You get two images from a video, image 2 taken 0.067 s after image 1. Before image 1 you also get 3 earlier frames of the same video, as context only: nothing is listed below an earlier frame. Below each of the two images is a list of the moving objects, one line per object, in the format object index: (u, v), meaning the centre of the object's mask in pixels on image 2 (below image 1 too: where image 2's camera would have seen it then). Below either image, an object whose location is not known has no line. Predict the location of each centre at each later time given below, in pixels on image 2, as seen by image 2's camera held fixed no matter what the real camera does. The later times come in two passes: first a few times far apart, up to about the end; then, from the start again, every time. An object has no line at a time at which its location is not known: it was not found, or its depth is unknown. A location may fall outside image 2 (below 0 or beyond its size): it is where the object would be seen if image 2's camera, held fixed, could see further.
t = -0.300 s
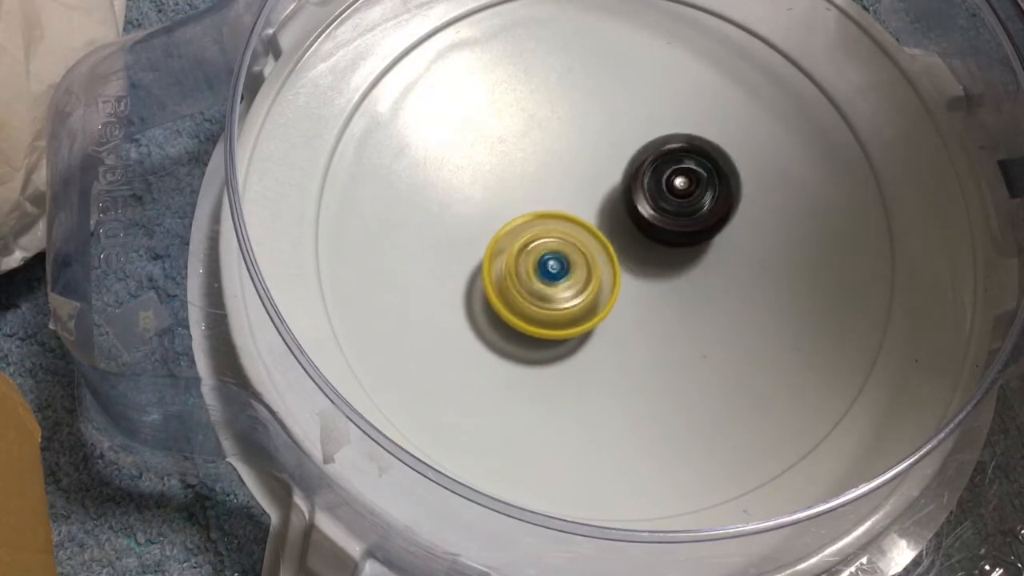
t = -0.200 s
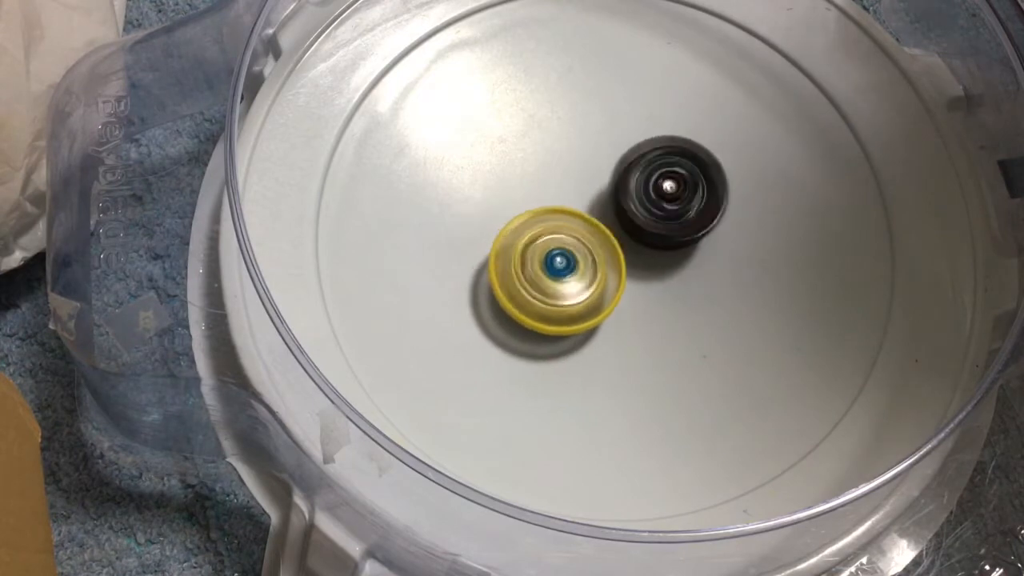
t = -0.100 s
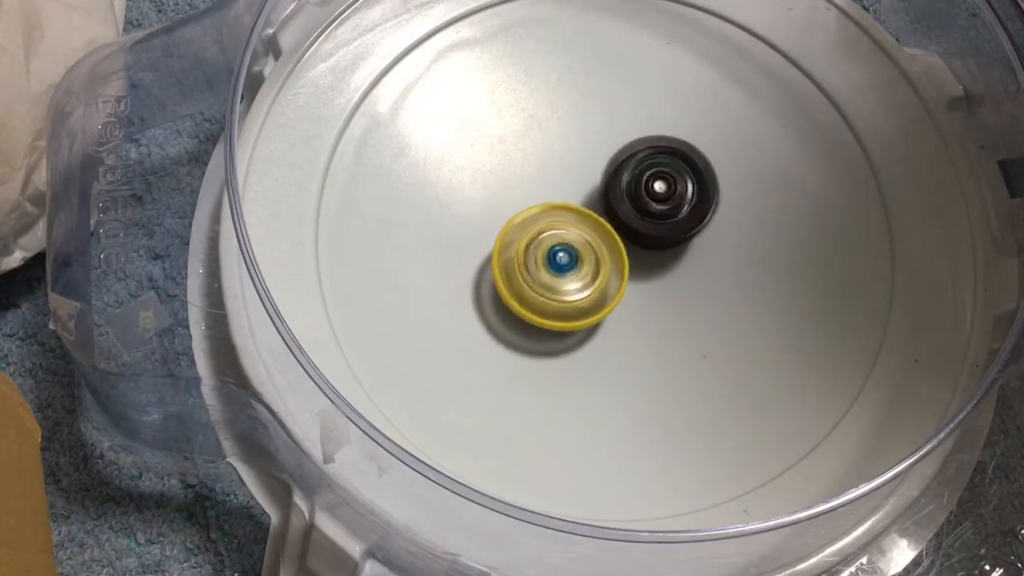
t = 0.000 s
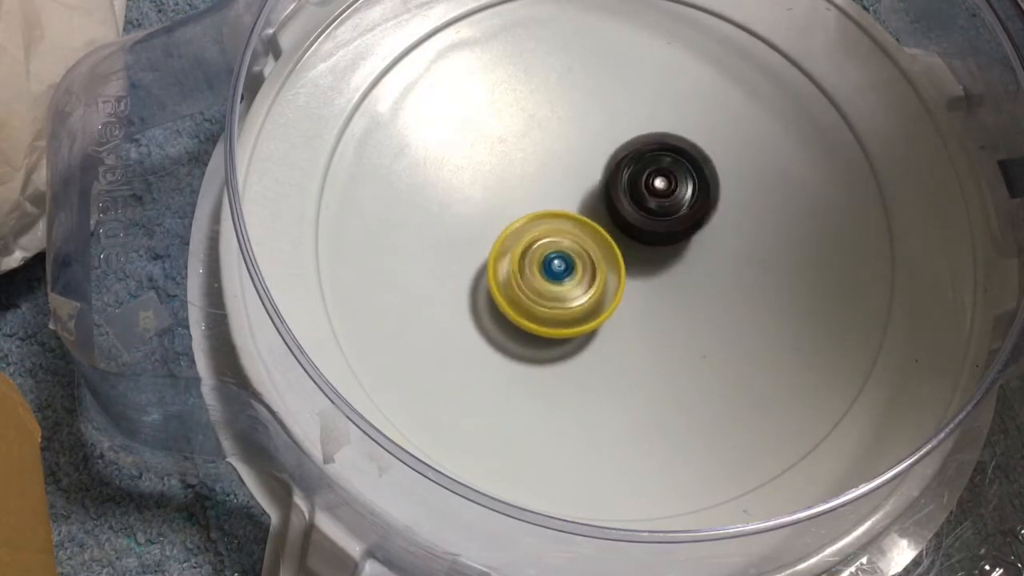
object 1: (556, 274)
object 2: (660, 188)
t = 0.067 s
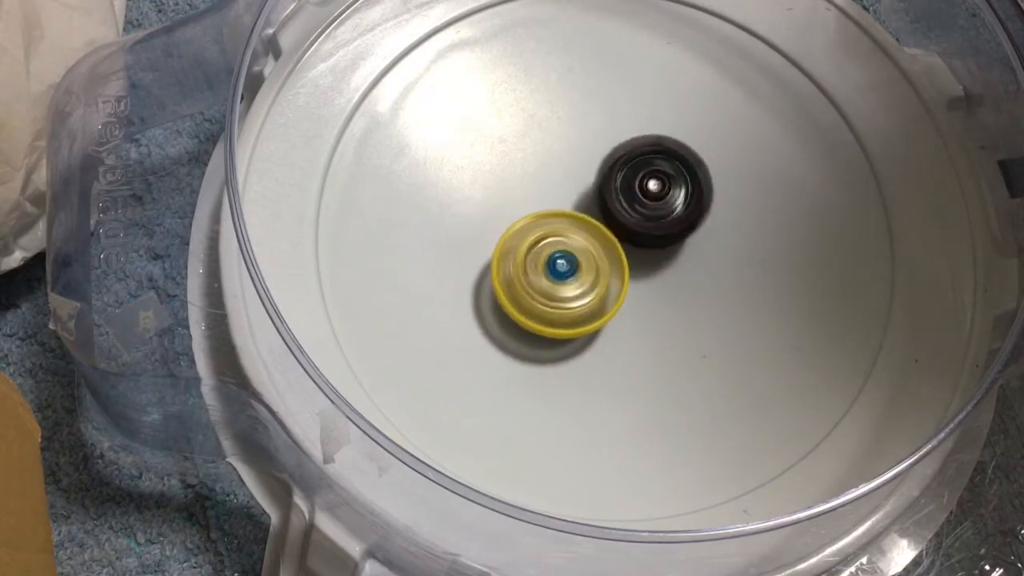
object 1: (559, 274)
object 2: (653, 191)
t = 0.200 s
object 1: (555, 281)
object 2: (648, 190)
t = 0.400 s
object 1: (549, 292)
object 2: (645, 181)
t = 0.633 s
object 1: (549, 292)
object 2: (641, 178)
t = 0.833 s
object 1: (558, 281)
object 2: (633, 181)
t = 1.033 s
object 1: (565, 283)
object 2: (637, 180)
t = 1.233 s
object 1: (574, 284)
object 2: (639, 179)
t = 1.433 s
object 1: (578, 284)
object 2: (639, 178)
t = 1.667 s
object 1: (577, 301)
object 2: (642, 166)
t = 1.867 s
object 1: (580, 290)
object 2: (627, 177)
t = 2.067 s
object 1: (582, 300)
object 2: (629, 171)
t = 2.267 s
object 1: (584, 298)
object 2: (622, 172)
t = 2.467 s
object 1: (585, 318)
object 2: (624, 156)
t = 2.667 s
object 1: (587, 308)
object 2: (618, 163)
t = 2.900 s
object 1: (596, 303)
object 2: (610, 169)
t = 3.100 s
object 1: (610, 303)
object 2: (609, 174)
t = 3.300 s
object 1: (623, 309)
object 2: (611, 174)
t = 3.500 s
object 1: (629, 308)
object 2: (608, 180)
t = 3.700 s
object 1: (638, 314)
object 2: (605, 175)
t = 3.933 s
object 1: (635, 306)
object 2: (598, 180)
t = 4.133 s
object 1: (640, 304)
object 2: (597, 177)
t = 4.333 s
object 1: (641, 298)
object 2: (591, 178)
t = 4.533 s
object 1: (649, 296)
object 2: (584, 174)
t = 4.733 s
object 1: (664, 307)
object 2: (566, 162)
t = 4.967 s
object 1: (659, 300)
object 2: (561, 172)
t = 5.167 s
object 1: (657, 292)
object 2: (563, 184)
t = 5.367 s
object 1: (683, 296)
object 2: (560, 175)
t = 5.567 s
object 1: (684, 288)
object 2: (568, 179)
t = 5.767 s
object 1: (670, 278)
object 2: (580, 187)
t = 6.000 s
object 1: (670, 264)
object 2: (574, 175)
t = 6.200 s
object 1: (672, 257)
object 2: (561, 176)
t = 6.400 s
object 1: (679, 255)
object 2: (555, 187)
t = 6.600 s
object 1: (687, 256)
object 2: (556, 199)
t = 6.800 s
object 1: (690, 259)
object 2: (564, 209)
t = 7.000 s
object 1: (685, 262)
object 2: (563, 208)
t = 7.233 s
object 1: (678, 258)
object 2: (548, 203)
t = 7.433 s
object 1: (671, 248)
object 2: (545, 208)
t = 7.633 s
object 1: (677, 241)
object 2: (546, 212)
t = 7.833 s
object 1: (684, 238)
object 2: (548, 213)
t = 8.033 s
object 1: (686, 241)
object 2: (547, 214)
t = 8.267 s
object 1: (674, 235)
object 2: (542, 215)
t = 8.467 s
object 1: (672, 228)
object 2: (542, 221)
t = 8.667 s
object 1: (682, 227)
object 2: (542, 227)
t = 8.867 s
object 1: (680, 229)
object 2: (553, 227)
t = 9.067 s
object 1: (672, 221)
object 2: (538, 229)
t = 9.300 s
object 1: (665, 209)
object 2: (541, 235)
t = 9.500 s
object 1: (677, 205)
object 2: (553, 236)
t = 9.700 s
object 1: (678, 210)
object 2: (555, 231)
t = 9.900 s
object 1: (665, 206)
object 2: (541, 240)
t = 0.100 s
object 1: (555, 278)
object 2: (654, 188)
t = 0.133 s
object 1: (554, 280)
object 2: (654, 187)
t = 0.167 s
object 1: (554, 281)
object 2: (652, 188)
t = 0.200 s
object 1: (555, 281)
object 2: (648, 190)
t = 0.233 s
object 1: (557, 280)
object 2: (644, 191)
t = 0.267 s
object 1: (556, 282)
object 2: (643, 189)
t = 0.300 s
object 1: (556, 283)
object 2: (642, 188)
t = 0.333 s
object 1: (557, 283)
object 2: (641, 188)
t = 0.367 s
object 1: (557, 284)
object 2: (639, 189)
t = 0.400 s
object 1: (549, 292)
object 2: (645, 181)
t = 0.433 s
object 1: (545, 298)
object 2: (648, 176)
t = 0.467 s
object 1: (545, 300)
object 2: (650, 174)
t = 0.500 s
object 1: (546, 300)
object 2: (650, 174)
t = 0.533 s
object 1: (547, 298)
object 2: (649, 175)
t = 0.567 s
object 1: (547, 296)
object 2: (647, 175)
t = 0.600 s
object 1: (547, 295)
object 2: (644, 176)
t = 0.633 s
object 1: (549, 292)
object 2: (641, 178)
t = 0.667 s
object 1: (551, 288)
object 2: (638, 179)
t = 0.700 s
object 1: (554, 284)
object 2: (635, 181)
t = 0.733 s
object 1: (555, 280)
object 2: (632, 182)
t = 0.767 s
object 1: (554, 283)
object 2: (633, 179)
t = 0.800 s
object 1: (556, 282)
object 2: (633, 179)
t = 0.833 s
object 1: (558, 281)
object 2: (633, 181)
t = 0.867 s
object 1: (559, 280)
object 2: (633, 181)
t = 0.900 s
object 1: (559, 282)
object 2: (635, 180)
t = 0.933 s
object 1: (561, 283)
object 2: (636, 180)
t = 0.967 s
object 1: (563, 282)
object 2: (637, 182)
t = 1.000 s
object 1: (564, 282)
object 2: (637, 181)
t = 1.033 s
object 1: (565, 283)
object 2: (637, 180)
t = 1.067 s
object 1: (567, 283)
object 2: (638, 181)
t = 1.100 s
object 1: (568, 284)
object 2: (638, 179)
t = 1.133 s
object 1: (569, 285)
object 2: (640, 177)
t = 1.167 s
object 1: (571, 285)
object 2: (640, 177)
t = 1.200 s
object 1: (572, 285)
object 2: (640, 178)
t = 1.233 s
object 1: (574, 284)
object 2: (639, 179)
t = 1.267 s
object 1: (574, 284)
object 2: (639, 178)
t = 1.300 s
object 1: (573, 286)
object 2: (640, 176)
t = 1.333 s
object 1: (575, 287)
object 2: (641, 176)
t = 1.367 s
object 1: (577, 286)
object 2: (641, 176)
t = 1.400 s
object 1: (578, 284)
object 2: (640, 177)
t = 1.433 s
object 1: (578, 284)
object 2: (639, 178)
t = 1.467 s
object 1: (578, 285)
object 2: (638, 177)
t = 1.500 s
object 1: (579, 285)
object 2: (639, 177)
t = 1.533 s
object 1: (580, 285)
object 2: (638, 177)
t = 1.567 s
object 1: (577, 293)
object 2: (640, 170)
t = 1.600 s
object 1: (575, 297)
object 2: (642, 166)
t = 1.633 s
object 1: (575, 300)
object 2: (642, 165)
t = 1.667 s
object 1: (577, 301)
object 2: (642, 166)
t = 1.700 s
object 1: (578, 300)
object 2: (641, 167)
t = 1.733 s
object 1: (578, 298)
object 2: (639, 169)
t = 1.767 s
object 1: (578, 296)
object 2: (636, 171)
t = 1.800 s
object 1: (579, 295)
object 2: (633, 173)
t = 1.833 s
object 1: (581, 292)
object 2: (630, 175)
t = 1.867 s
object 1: (580, 290)
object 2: (627, 177)
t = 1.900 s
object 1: (579, 290)
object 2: (627, 176)
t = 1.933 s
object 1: (581, 290)
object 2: (627, 177)
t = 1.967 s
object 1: (582, 291)
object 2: (626, 176)
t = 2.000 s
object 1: (580, 296)
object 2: (628, 171)
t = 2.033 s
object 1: (580, 299)
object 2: (628, 170)
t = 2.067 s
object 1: (582, 300)
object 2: (629, 171)
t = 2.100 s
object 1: (583, 298)
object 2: (627, 172)
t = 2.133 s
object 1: (583, 296)
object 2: (626, 174)
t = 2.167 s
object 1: (584, 294)
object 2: (624, 176)
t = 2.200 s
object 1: (583, 295)
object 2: (622, 175)
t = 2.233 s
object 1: (583, 297)
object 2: (622, 172)
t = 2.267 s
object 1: (584, 298)
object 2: (622, 172)
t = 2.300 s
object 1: (586, 297)
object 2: (622, 173)
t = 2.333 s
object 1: (587, 294)
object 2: (621, 175)
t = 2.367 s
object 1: (586, 295)
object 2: (621, 176)
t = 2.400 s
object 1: (583, 307)
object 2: (622, 166)
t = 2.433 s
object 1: (583, 315)
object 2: (623, 159)
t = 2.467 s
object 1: (585, 318)
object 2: (624, 156)
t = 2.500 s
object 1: (585, 318)
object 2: (625, 156)
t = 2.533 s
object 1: (586, 318)
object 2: (625, 156)
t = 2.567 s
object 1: (587, 317)
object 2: (623, 157)
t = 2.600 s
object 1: (587, 314)
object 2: (621, 158)
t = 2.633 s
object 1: (586, 311)
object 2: (619, 161)
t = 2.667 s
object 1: (587, 308)
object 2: (618, 163)
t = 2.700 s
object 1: (588, 304)
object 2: (616, 166)
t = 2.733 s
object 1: (588, 299)
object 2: (613, 170)
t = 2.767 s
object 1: (589, 295)
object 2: (611, 174)
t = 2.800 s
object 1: (589, 300)
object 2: (610, 171)
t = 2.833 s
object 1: (591, 304)
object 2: (610, 167)
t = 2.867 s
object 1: (592, 304)
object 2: (610, 168)
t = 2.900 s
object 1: (596, 303)
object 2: (610, 169)
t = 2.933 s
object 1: (599, 301)
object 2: (610, 172)
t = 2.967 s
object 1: (601, 298)
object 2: (609, 175)
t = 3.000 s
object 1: (602, 300)
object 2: (608, 174)
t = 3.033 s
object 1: (604, 301)
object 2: (609, 174)
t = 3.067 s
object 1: (608, 301)
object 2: (610, 176)
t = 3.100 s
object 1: (610, 303)
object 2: (609, 174)
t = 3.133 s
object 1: (614, 311)
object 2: (610, 169)
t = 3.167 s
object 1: (617, 312)
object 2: (611, 167)
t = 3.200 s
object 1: (619, 312)
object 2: (611, 168)
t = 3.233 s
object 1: (621, 313)
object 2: (611, 169)
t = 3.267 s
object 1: (623, 311)
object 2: (611, 172)
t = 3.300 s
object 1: (623, 309)
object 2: (611, 174)
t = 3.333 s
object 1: (623, 309)
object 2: (610, 176)
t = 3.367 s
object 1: (624, 307)
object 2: (609, 179)
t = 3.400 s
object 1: (624, 304)
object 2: (609, 182)
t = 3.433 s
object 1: (626, 308)
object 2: (608, 180)
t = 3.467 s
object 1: (626, 308)
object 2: (607, 179)
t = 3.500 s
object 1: (629, 308)
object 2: (608, 180)
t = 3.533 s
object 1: (630, 305)
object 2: (609, 183)
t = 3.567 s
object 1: (631, 308)
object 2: (607, 182)
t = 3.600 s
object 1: (634, 314)
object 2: (606, 176)
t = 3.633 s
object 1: (635, 315)
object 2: (605, 174)
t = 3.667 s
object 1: (636, 315)
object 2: (605, 173)
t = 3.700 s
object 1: (638, 314)
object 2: (605, 175)
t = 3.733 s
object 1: (637, 312)
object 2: (605, 177)
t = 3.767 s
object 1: (635, 312)
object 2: (604, 178)
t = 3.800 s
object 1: (636, 309)
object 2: (603, 180)
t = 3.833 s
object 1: (635, 305)
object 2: (602, 183)
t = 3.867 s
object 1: (634, 305)
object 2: (601, 185)
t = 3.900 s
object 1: (635, 308)
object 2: (600, 181)
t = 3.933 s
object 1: (635, 306)
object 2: (598, 180)
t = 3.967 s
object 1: (635, 305)
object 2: (599, 180)
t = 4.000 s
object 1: (636, 303)
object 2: (600, 182)
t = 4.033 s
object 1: (637, 304)
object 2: (599, 181)
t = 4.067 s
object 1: (637, 306)
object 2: (597, 177)
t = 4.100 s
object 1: (638, 306)
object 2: (597, 177)
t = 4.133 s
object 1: (640, 304)
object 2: (597, 177)
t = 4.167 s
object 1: (639, 302)
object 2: (596, 178)
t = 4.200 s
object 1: (638, 299)
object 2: (595, 180)
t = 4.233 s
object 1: (639, 301)
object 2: (593, 178)
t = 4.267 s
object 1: (640, 302)
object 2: (591, 176)
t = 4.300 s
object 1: (641, 300)
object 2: (591, 176)
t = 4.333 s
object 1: (641, 298)
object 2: (591, 178)
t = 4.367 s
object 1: (641, 296)
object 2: (590, 179)
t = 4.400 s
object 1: (641, 295)
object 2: (589, 180)
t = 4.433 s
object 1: (642, 294)
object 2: (588, 180)
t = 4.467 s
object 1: (645, 297)
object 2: (585, 177)
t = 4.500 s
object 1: (646, 298)
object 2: (583, 174)
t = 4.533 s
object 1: (649, 296)
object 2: (584, 174)
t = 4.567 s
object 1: (649, 293)
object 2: (584, 175)
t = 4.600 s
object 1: (648, 291)
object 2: (583, 177)
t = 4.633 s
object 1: (649, 289)
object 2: (583, 180)
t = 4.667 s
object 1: (652, 295)
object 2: (578, 175)
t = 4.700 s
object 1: (660, 304)
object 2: (571, 167)
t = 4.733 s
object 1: (664, 307)
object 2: (566, 162)
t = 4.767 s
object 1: (665, 308)
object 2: (563, 160)
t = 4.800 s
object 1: (667, 307)
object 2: (563, 159)
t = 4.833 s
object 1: (666, 306)
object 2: (561, 160)
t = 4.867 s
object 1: (665, 306)
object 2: (560, 162)
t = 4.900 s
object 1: (664, 304)
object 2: (560, 165)
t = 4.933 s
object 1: (660, 302)
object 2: (561, 169)
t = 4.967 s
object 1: (659, 300)
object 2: (561, 172)
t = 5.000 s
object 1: (656, 296)
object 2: (562, 177)
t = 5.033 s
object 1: (653, 294)
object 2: (564, 182)
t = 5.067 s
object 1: (651, 290)
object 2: (565, 186)
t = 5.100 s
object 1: (652, 289)
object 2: (566, 187)
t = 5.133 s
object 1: (656, 292)
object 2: (563, 184)
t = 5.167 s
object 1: (657, 292)
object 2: (563, 184)
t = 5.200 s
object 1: (659, 288)
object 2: (565, 185)
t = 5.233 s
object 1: (658, 284)
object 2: (569, 187)
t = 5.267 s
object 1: (661, 285)
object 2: (570, 188)
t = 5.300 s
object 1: (672, 292)
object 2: (563, 181)
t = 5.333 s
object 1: (678, 296)
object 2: (560, 176)
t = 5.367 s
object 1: (683, 296)
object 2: (560, 175)
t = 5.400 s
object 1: (684, 295)
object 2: (562, 174)
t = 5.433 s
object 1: (686, 295)
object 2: (563, 174)
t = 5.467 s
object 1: (687, 293)
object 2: (564, 175)
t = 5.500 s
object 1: (685, 292)
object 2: (565, 176)
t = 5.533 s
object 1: (686, 291)
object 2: (567, 177)
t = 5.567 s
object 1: (684, 288)
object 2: (568, 179)
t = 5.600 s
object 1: (681, 287)
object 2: (570, 180)
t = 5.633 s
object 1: (680, 284)
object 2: (572, 182)
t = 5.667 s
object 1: (676, 281)
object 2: (575, 184)
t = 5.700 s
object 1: (673, 280)
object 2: (578, 186)
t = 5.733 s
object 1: (672, 278)
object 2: (580, 187)
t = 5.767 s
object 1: (670, 278)
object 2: (580, 187)
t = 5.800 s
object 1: (672, 276)
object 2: (580, 185)
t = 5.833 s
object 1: (675, 277)
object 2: (577, 181)
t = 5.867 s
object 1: (677, 276)
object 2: (576, 177)
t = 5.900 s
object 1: (676, 272)
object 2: (576, 176)
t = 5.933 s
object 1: (673, 269)
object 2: (575, 175)
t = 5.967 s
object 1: (672, 266)
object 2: (575, 175)
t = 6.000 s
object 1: (670, 264)
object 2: (574, 175)
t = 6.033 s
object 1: (674, 266)
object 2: (567, 171)
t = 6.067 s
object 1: (674, 266)
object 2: (564, 170)
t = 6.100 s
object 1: (675, 263)
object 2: (563, 170)
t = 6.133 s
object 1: (673, 261)
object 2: (562, 171)
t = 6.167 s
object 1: (673, 260)
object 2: (561, 173)
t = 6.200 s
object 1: (672, 257)
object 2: (561, 176)
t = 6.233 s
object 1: (670, 257)
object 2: (561, 179)
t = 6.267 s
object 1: (670, 255)
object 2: (561, 181)
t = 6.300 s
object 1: (672, 255)
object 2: (559, 183)
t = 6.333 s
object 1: (671, 254)
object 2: (560, 185)
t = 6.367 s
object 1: (675, 254)
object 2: (558, 186)
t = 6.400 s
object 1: (679, 255)
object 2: (555, 187)
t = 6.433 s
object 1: (679, 254)
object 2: (556, 189)
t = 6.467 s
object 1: (679, 253)
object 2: (558, 191)
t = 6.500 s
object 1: (678, 252)
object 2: (559, 195)
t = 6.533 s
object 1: (681, 254)
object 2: (558, 197)
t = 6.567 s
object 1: (686, 257)
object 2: (556, 198)
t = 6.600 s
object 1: (687, 256)
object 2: (556, 199)
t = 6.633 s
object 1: (687, 255)
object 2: (558, 201)
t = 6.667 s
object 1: (687, 255)
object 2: (561, 204)
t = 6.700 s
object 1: (686, 256)
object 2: (562, 206)
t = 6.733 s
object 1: (688, 258)
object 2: (562, 208)
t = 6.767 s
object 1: (688, 257)
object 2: (564, 209)
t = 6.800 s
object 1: (690, 259)
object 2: (564, 209)
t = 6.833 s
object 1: (692, 260)
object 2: (563, 209)
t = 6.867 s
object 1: (689, 260)
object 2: (565, 209)
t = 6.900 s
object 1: (689, 260)
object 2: (567, 209)
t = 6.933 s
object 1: (687, 261)
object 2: (567, 209)
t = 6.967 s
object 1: (687, 263)
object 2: (564, 209)
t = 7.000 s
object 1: (685, 262)
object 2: (563, 208)
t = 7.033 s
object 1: (685, 262)
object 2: (560, 207)
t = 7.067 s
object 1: (686, 262)
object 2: (557, 205)
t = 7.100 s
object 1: (683, 261)
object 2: (556, 205)
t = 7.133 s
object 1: (681, 259)
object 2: (556, 204)
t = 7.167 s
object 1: (676, 257)
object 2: (555, 205)
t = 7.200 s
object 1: (678, 258)
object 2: (550, 203)
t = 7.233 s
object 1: (678, 258)
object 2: (548, 203)
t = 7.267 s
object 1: (676, 255)
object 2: (548, 203)
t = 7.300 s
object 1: (674, 254)
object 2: (547, 203)
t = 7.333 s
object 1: (672, 252)
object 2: (547, 205)
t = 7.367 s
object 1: (672, 251)
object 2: (545, 206)
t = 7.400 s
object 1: (672, 251)
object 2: (544, 207)
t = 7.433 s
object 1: (671, 248)
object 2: (545, 208)
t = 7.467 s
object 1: (670, 246)
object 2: (545, 207)
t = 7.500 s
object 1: (674, 246)
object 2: (543, 208)
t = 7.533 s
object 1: (674, 245)
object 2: (543, 209)
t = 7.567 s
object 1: (675, 243)
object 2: (545, 210)
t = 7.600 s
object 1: (674, 241)
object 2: (547, 211)
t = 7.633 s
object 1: (677, 241)
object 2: (546, 212)
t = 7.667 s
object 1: (676, 240)
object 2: (548, 213)
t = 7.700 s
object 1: (679, 240)
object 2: (548, 213)
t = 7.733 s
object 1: (684, 239)
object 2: (545, 213)
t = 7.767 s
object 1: (685, 241)
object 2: (545, 213)
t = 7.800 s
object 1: (685, 238)
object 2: (548, 213)
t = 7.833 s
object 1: (684, 238)
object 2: (548, 213)
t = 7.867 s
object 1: (683, 238)
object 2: (551, 214)
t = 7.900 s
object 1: (682, 239)
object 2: (552, 215)
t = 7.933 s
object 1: (688, 241)
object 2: (548, 215)
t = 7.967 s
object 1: (690, 241)
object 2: (546, 214)
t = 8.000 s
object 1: (688, 242)
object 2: (546, 214)
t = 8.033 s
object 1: (686, 241)
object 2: (547, 214)
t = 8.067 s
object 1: (682, 241)
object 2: (548, 214)
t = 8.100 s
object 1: (678, 240)
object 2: (550, 215)
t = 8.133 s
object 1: (676, 240)
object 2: (549, 215)
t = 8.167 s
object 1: (676, 240)
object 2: (547, 216)
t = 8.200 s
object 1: (676, 238)
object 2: (546, 216)
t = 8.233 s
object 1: (675, 238)
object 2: (544, 215)
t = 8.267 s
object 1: (674, 235)
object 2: (542, 215)
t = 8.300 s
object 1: (672, 235)
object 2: (542, 215)
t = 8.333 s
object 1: (674, 234)
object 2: (539, 216)
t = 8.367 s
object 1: (672, 233)
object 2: (539, 217)
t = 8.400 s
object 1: (671, 230)
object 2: (541, 219)
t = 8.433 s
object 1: (671, 230)
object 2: (541, 220)
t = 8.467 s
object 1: (672, 228)
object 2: (542, 221)
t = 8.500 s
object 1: (674, 229)
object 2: (541, 222)
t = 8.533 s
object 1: (679, 228)
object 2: (540, 224)
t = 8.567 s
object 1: (678, 229)
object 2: (542, 224)
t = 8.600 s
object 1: (677, 226)
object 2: (544, 225)
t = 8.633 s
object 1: (677, 226)
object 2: (546, 226)
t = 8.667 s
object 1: (682, 227)
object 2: (542, 227)
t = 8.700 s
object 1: (685, 227)
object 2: (543, 228)
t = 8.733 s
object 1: (683, 228)
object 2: (545, 227)
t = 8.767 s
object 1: (683, 227)
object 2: (547, 227)
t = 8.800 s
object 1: (682, 229)
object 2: (550, 227)
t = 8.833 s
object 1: (681, 229)
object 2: (552, 227)
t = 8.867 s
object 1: (680, 229)
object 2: (553, 227)
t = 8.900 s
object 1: (680, 227)
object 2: (553, 227)
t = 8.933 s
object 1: (682, 226)
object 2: (546, 227)
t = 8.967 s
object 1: (683, 224)
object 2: (542, 227)
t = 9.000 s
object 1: (680, 224)
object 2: (540, 228)
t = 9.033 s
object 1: (675, 221)
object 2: (539, 228)
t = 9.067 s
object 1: (672, 221)
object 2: (538, 229)
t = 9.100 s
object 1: (667, 218)
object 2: (537, 230)
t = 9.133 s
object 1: (664, 217)
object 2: (538, 231)
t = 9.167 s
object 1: (663, 215)
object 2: (537, 232)
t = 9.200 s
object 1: (662, 214)
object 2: (538, 233)
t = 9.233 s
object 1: (663, 213)
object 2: (538, 234)
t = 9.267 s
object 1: (665, 210)
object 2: (539, 235)
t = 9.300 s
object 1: (665, 209)
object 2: (541, 235)
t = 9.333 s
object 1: (671, 206)
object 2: (539, 237)
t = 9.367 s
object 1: (674, 204)
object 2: (540, 238)
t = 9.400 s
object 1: (675, 205)
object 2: (543, 238)
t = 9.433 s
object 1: (676, 204)
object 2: (546, 237)
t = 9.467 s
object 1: (677, 204)
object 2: (549, 237)
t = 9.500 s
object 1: (677, 205)
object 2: (553, 236)
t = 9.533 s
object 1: (677, 207)
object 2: (557, 234)
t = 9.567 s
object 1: (677, 209)
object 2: (559, 233)
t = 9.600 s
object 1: (678, 209)
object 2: (558, 233)
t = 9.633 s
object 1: (678, 209)
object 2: (557, 233)
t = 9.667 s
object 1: (678, 209)
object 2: (556, 232)
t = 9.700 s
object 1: (678, 210)
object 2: (555, 231)
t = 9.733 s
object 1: (675, 209)
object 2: (553, 233)
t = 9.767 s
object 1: (676, 209)
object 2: (549, 236)
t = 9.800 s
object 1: (673, 209)
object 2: (546, 237)
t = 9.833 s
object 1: (670, 208)
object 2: (545, 238)
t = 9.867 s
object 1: (665, 207)
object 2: (543, 238)
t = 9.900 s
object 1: (665, 206)
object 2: (541, 240)
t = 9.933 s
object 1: (663, 207)
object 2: (541, 243)
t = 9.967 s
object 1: (659, 204)
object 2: (541, 246)
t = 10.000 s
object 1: (660, 202)
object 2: (542, 248)
